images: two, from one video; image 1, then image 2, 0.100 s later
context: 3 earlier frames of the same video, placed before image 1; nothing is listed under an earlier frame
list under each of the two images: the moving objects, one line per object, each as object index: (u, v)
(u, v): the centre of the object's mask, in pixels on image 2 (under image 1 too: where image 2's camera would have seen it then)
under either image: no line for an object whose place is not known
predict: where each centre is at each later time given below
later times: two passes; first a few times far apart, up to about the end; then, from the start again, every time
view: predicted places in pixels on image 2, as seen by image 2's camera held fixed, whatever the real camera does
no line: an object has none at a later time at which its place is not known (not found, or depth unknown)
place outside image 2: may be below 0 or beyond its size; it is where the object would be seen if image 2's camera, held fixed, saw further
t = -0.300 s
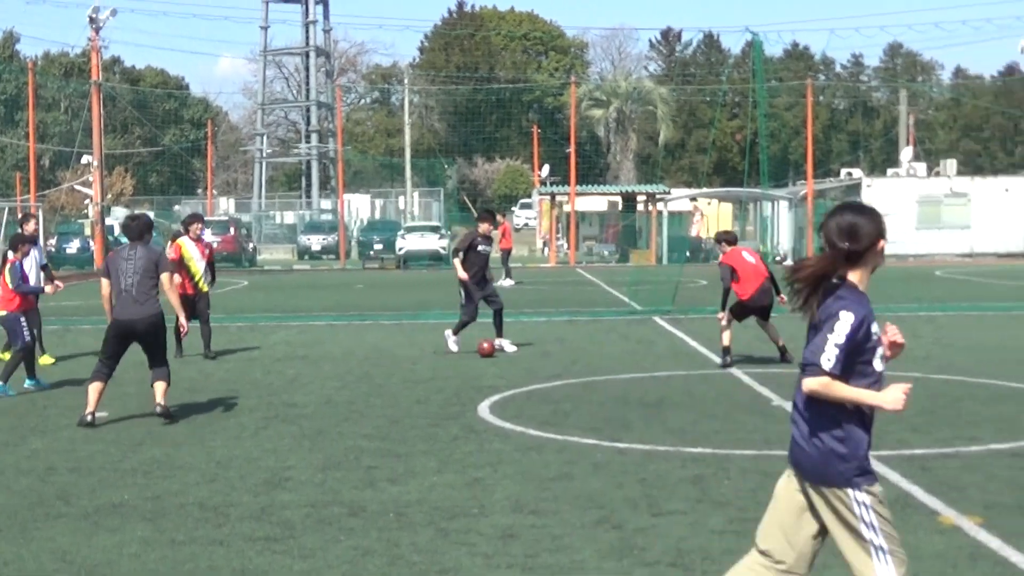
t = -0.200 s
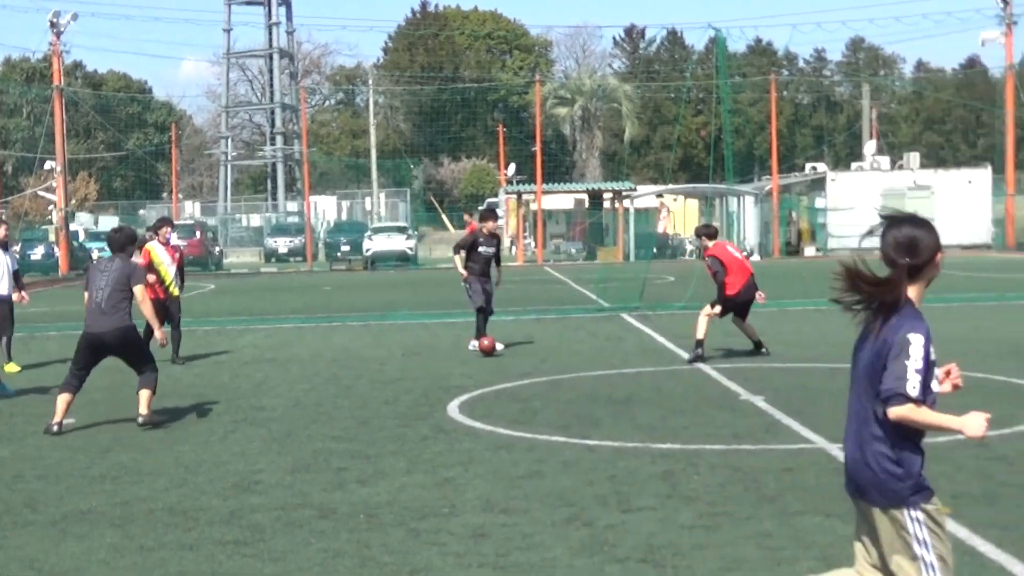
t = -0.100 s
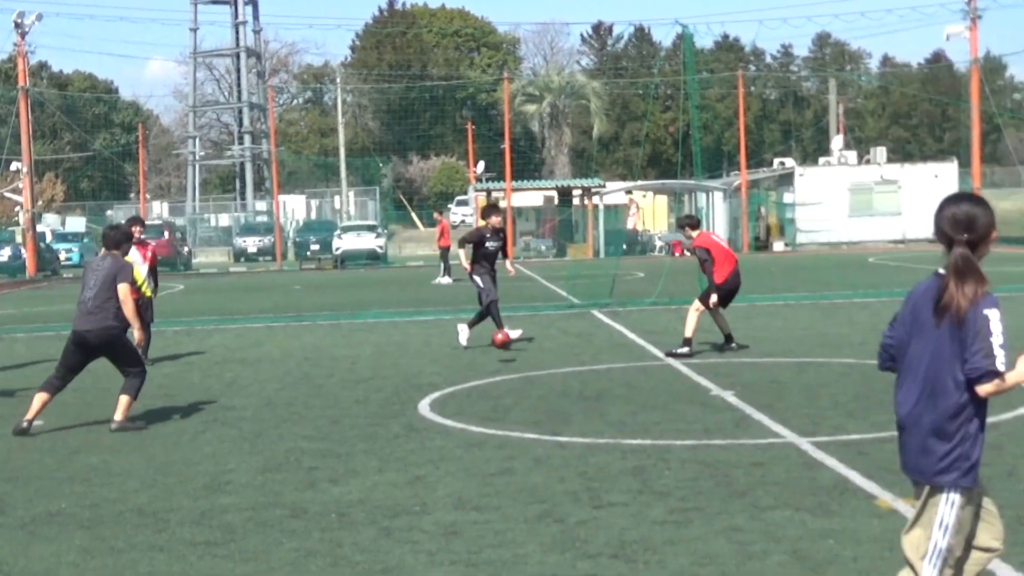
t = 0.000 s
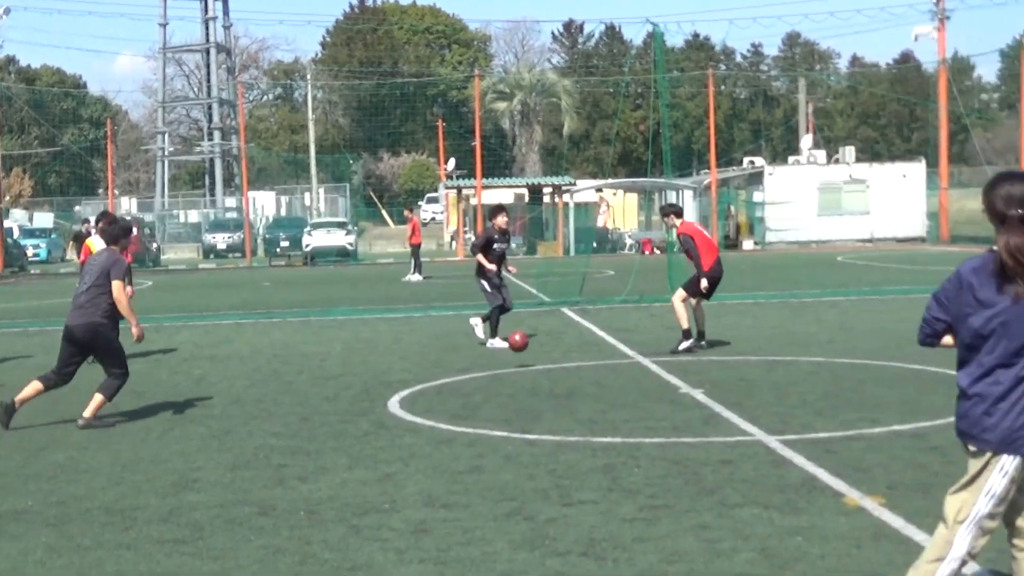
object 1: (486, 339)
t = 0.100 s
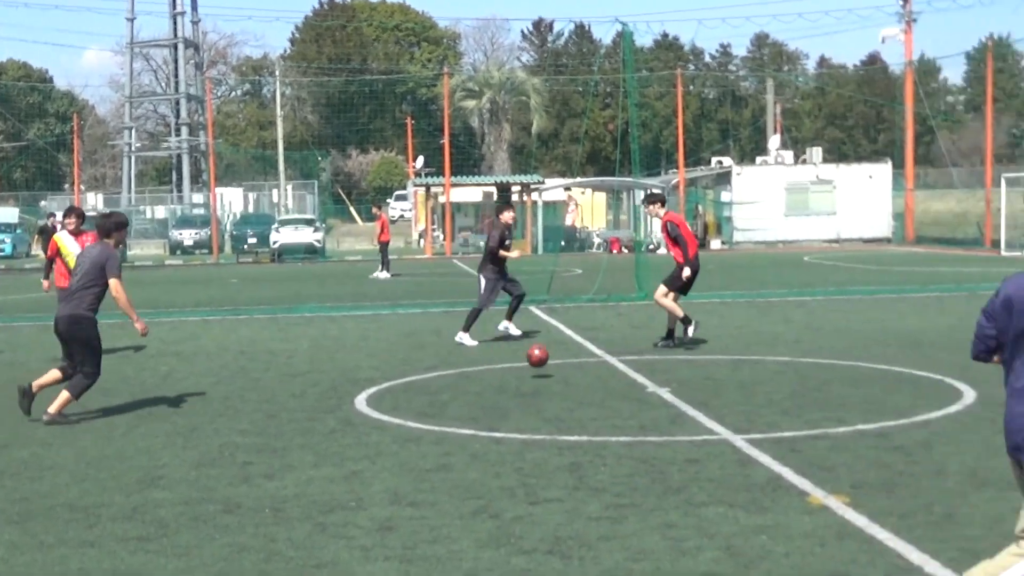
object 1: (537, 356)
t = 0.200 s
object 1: (593, 374)
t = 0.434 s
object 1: (731, 402)
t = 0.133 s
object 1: (556, 364)
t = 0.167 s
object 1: (576, 374)
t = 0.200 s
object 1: (593, 374)
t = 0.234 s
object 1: (610, 374)
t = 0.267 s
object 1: (629, 375)
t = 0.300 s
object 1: (648, 378)
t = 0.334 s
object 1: (668, 383)
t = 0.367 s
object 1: (688, 389)
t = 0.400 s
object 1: (709, 396)
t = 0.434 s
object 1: (731, 402)
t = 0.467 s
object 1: (751, 405)
